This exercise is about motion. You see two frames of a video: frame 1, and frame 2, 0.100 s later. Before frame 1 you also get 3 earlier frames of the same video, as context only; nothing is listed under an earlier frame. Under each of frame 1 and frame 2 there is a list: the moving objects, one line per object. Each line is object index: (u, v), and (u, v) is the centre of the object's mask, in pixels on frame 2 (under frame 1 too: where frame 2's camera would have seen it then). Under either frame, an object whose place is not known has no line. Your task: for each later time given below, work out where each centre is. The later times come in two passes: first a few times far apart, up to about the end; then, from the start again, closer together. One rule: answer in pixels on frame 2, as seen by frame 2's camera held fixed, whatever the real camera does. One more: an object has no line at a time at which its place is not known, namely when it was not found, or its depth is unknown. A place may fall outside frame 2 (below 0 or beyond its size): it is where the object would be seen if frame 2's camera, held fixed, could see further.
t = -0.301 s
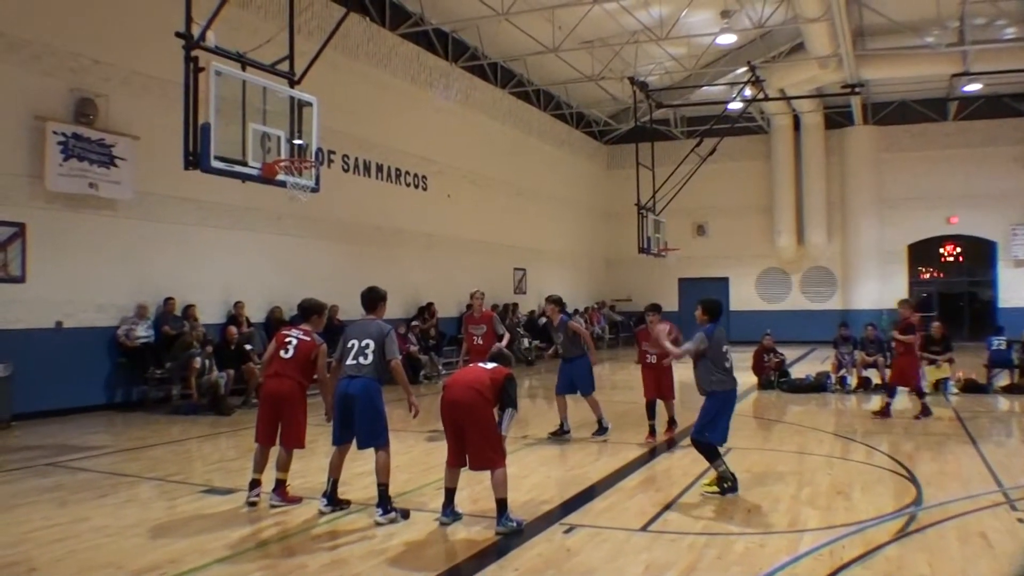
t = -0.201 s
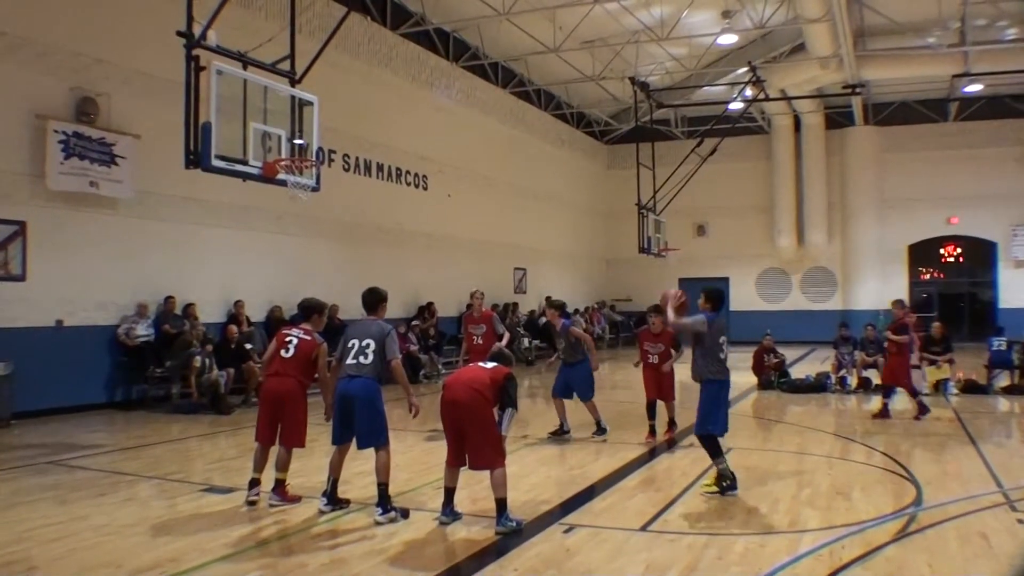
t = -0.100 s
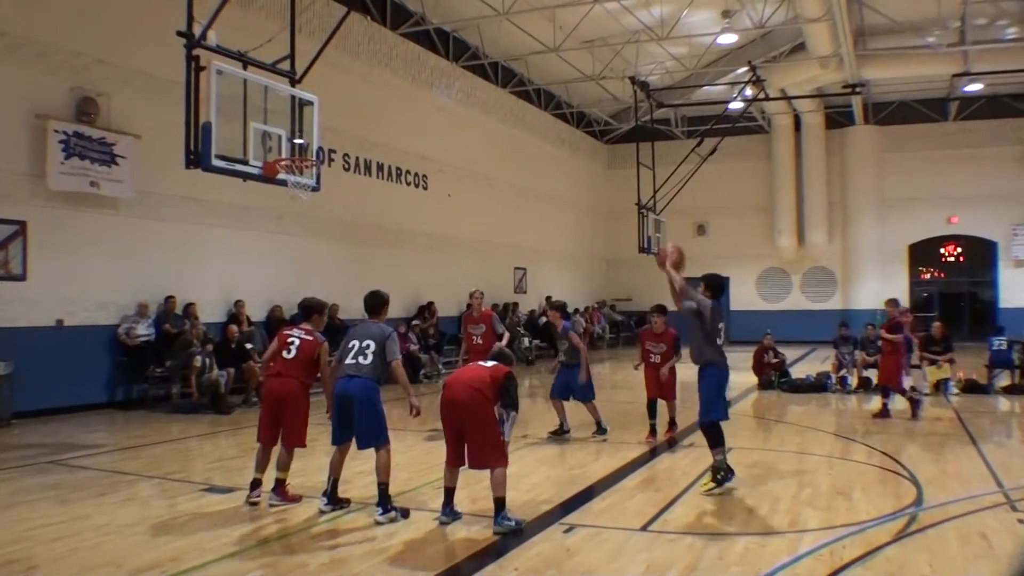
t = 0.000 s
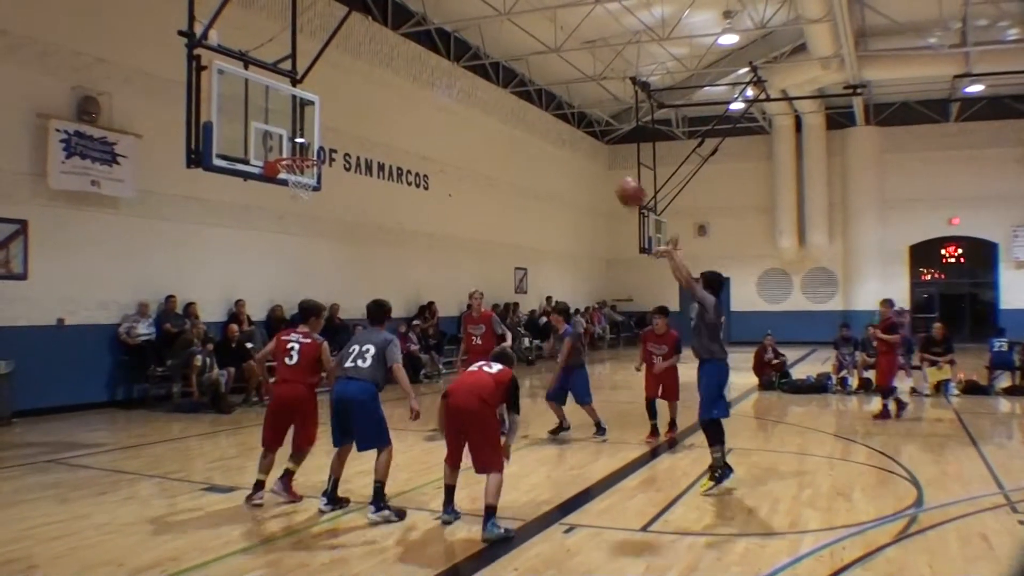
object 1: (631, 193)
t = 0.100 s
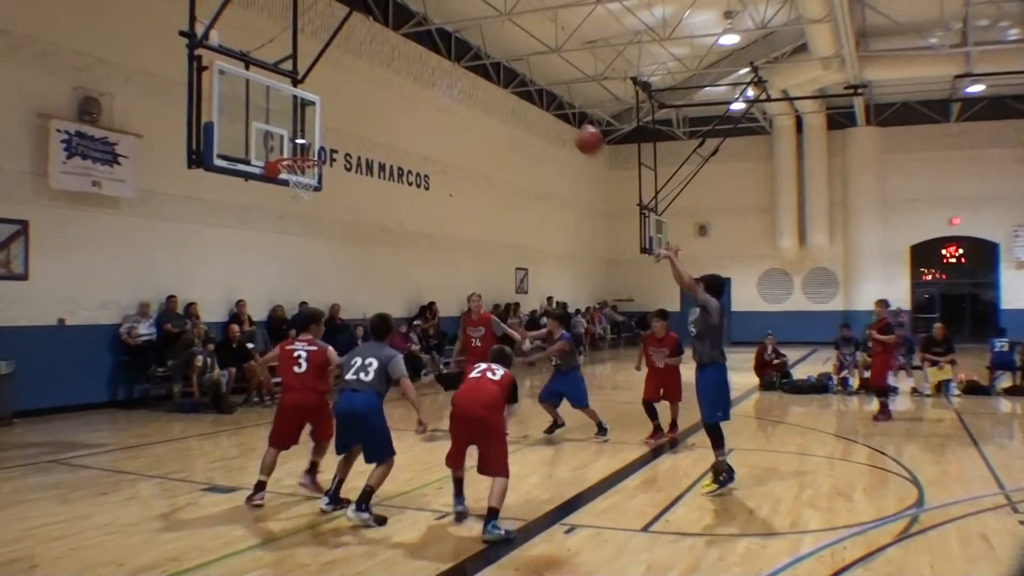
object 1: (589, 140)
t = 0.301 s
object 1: (510, 73)
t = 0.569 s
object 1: (417, 54)
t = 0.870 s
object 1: (325, 114)
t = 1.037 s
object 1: (288, 173)
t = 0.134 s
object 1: (575, 125)
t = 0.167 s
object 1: (561, 112)
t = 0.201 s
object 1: (549, 100)
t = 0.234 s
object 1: (534, 89)
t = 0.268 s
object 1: (523, 82)
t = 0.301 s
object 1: (510, 73)
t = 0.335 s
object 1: (499, 67)
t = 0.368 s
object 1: (484, 59)
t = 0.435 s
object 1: (463, 54)
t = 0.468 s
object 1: (451, 53)
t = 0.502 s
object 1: (439, 52)
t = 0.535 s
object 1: (428, 52)
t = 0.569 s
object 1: (417, 54)
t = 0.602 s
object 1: (406, 57)
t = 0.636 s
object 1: (395, 61)
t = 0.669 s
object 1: (385, 65)
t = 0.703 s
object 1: (375, 71)
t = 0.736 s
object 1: (364, 77)
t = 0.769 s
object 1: (354, 85)
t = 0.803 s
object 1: (344, 94)
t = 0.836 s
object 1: (334, 103)
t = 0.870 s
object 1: (325, 114)
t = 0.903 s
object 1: (316, 125)
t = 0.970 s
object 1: (299, 149)
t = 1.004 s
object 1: (287, 163)
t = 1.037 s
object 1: (288, 173)
